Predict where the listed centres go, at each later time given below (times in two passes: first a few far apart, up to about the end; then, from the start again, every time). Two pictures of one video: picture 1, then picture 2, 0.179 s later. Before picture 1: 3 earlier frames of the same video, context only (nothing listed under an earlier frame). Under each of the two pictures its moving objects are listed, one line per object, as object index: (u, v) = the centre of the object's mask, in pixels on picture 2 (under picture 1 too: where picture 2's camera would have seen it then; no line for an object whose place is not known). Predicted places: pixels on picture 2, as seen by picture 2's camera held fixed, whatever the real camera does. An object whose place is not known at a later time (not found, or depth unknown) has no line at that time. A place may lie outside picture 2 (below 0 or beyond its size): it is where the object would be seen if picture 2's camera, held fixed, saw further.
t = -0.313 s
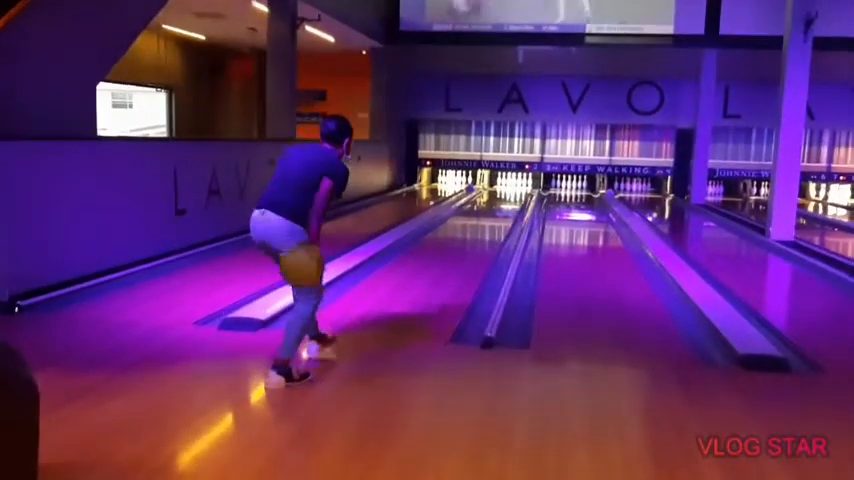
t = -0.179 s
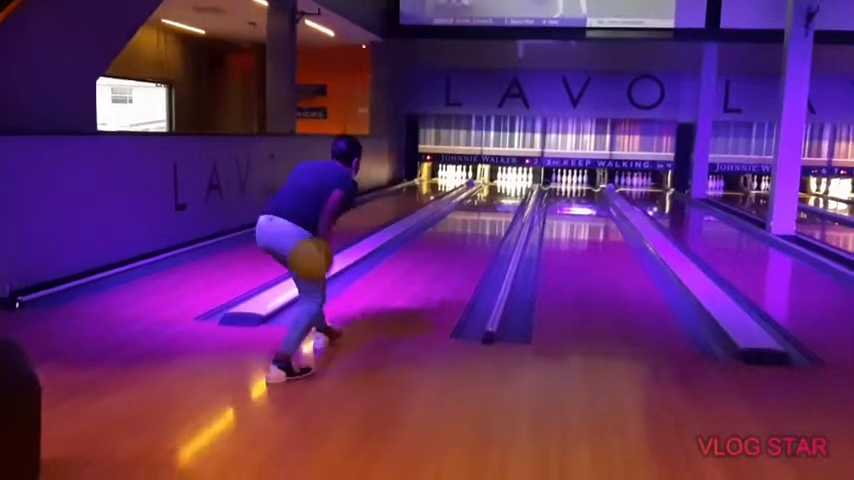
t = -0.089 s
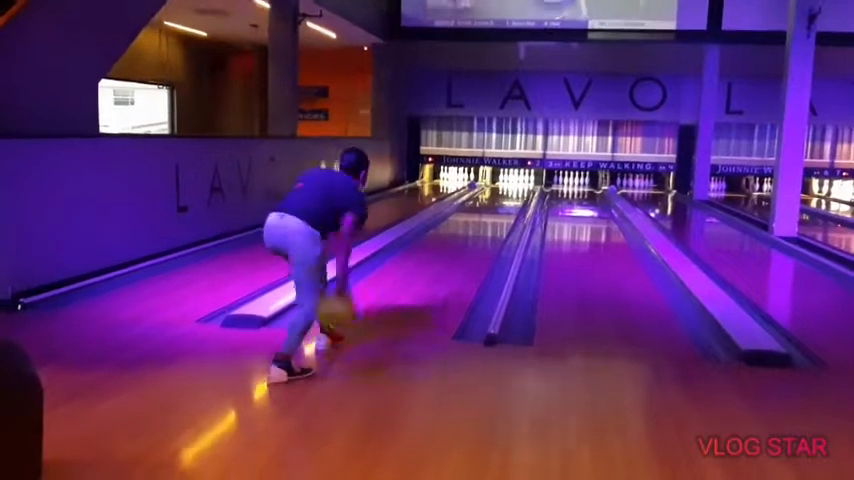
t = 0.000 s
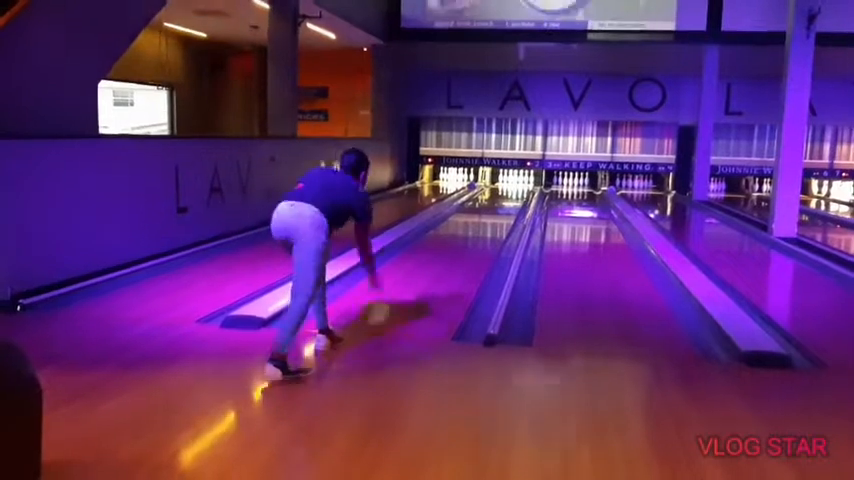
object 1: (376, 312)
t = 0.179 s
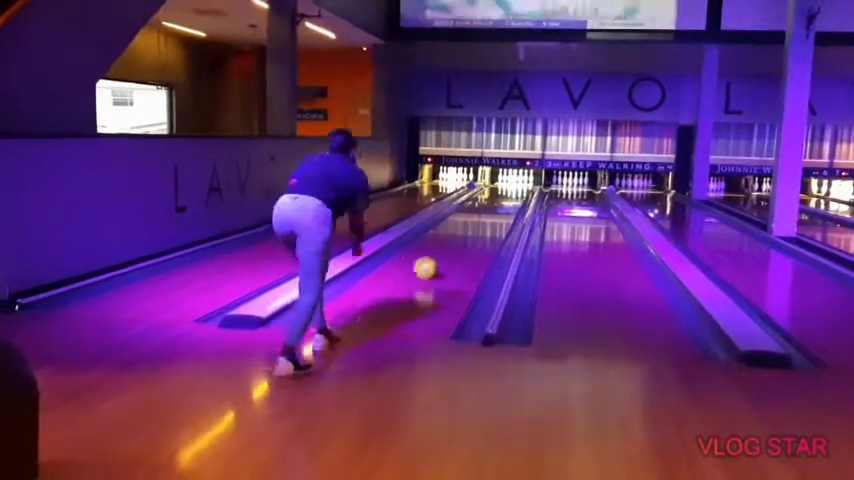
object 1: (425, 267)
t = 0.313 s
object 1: (446, 247)
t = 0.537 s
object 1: (468, 226)
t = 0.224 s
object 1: (431, 262)
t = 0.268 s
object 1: (437, 256)
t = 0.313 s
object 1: (446, 247)
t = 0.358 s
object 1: (453, 241)
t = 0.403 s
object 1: (457, 238)
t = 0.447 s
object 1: (463, 234)
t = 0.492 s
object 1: (465, 232)
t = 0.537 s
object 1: (468, 226)
